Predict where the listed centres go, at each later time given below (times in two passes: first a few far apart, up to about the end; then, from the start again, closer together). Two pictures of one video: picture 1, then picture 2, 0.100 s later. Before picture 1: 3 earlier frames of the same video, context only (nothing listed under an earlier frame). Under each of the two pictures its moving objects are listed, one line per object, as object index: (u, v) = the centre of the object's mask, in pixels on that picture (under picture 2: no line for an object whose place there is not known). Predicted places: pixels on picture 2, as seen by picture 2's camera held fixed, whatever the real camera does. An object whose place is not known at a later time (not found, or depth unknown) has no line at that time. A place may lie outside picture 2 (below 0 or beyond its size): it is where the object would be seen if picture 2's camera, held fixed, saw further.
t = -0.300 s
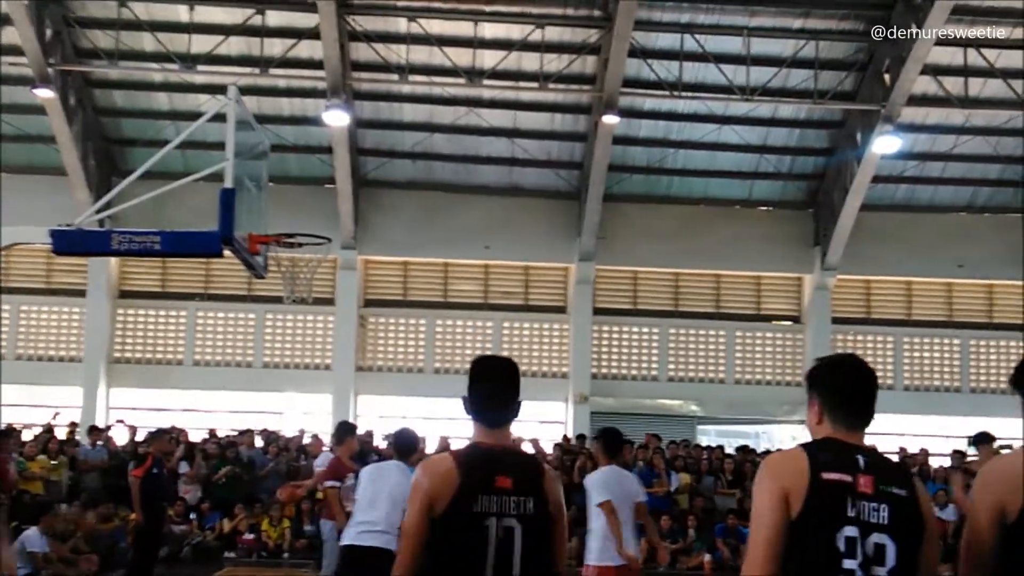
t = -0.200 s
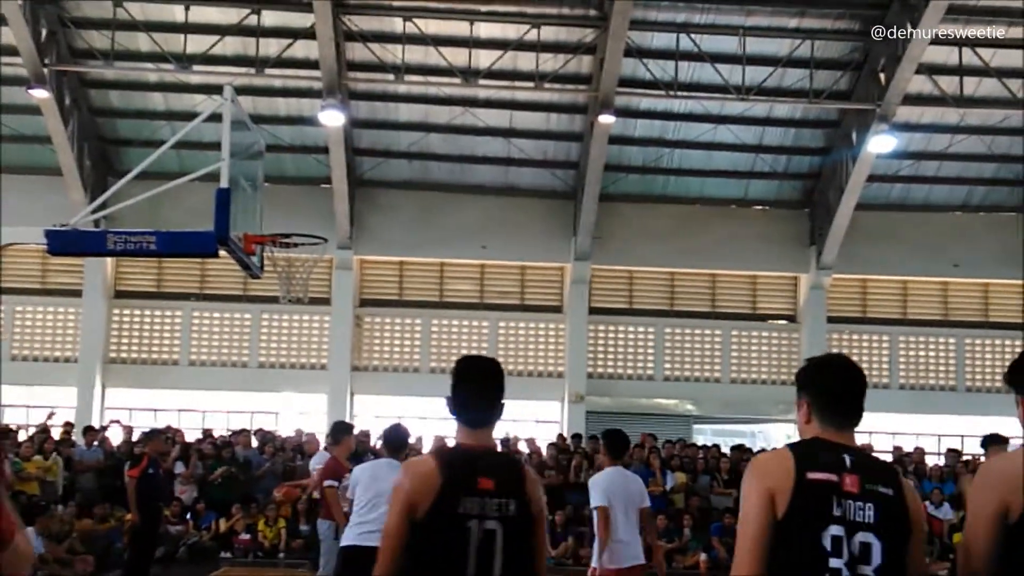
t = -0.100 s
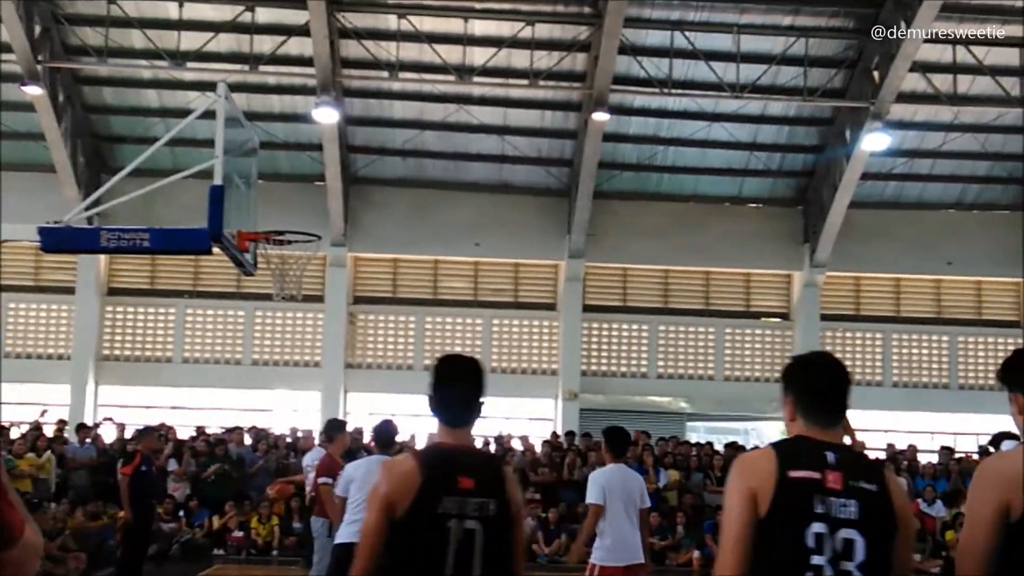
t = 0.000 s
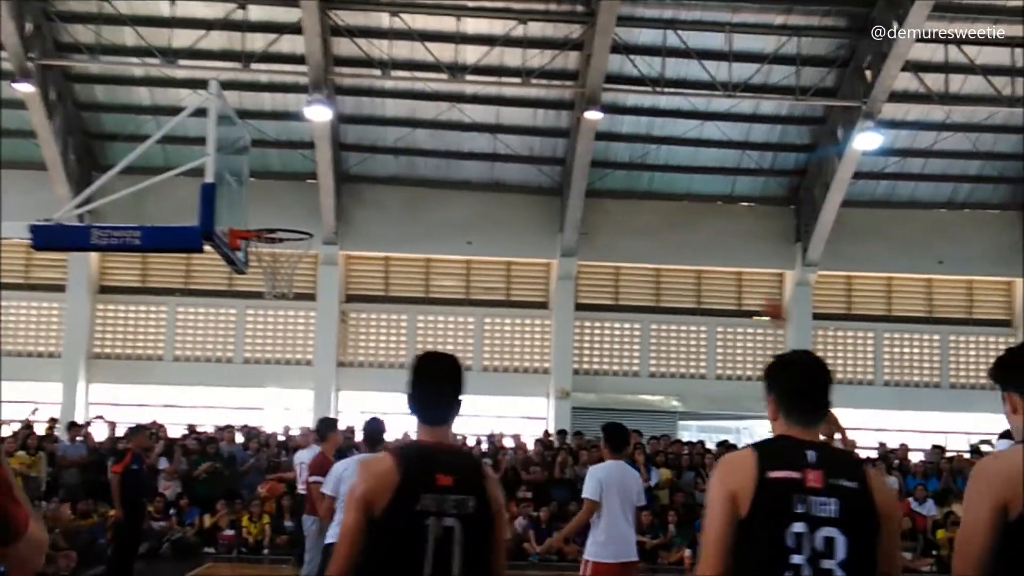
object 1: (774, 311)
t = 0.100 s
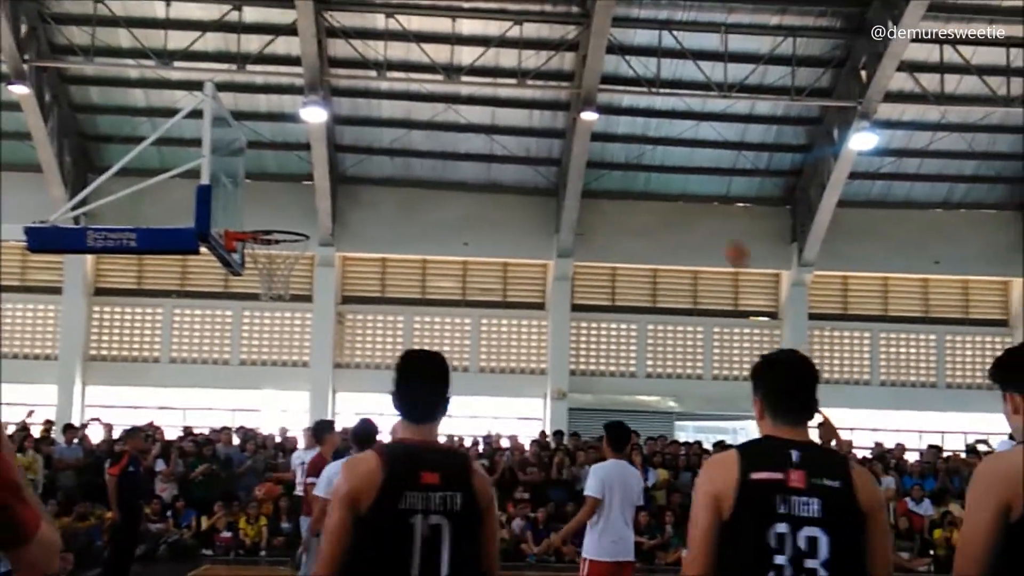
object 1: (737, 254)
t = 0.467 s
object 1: (605, 120)
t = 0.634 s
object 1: (534, 97)
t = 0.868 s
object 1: (422, 112)
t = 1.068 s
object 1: (311, 185)
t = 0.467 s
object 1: (605, 120)
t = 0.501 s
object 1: (588, 112)
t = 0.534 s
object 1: (575, 105)
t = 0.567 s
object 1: (564, 103)
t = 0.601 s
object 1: (549, 99)
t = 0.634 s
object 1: (534, 97)
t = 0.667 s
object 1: (522, 97)
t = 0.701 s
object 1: (503, 95)
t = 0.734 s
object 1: (488, 96)
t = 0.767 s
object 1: (472, 99)
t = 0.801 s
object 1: (455, 101)
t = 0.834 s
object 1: (439, 107)
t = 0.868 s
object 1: (422, 112)
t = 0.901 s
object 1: (405, 122)
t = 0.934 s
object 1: (388, 131)
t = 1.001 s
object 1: (350, 154)
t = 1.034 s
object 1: (334, 167)
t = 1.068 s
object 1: (311, 185)
